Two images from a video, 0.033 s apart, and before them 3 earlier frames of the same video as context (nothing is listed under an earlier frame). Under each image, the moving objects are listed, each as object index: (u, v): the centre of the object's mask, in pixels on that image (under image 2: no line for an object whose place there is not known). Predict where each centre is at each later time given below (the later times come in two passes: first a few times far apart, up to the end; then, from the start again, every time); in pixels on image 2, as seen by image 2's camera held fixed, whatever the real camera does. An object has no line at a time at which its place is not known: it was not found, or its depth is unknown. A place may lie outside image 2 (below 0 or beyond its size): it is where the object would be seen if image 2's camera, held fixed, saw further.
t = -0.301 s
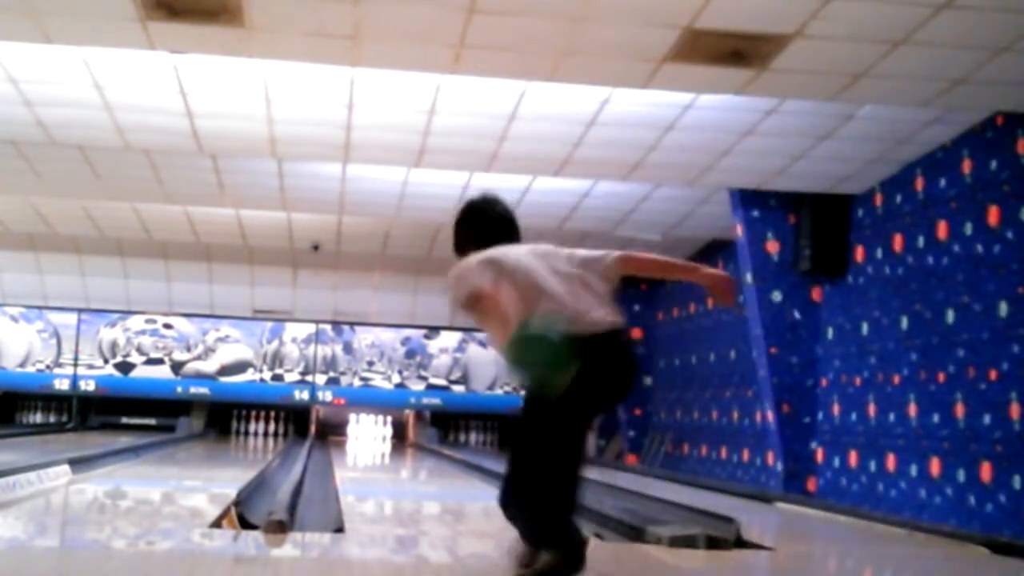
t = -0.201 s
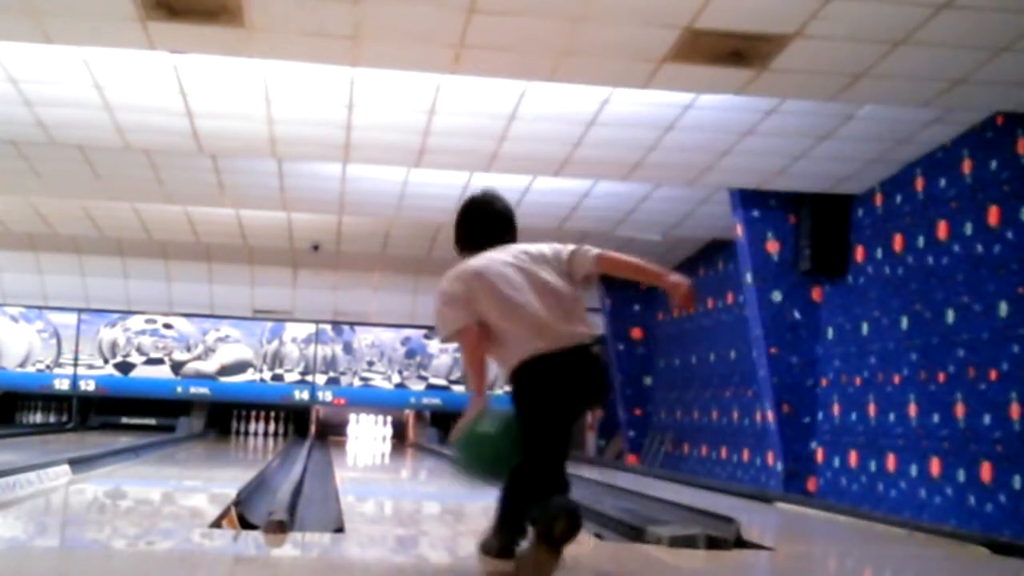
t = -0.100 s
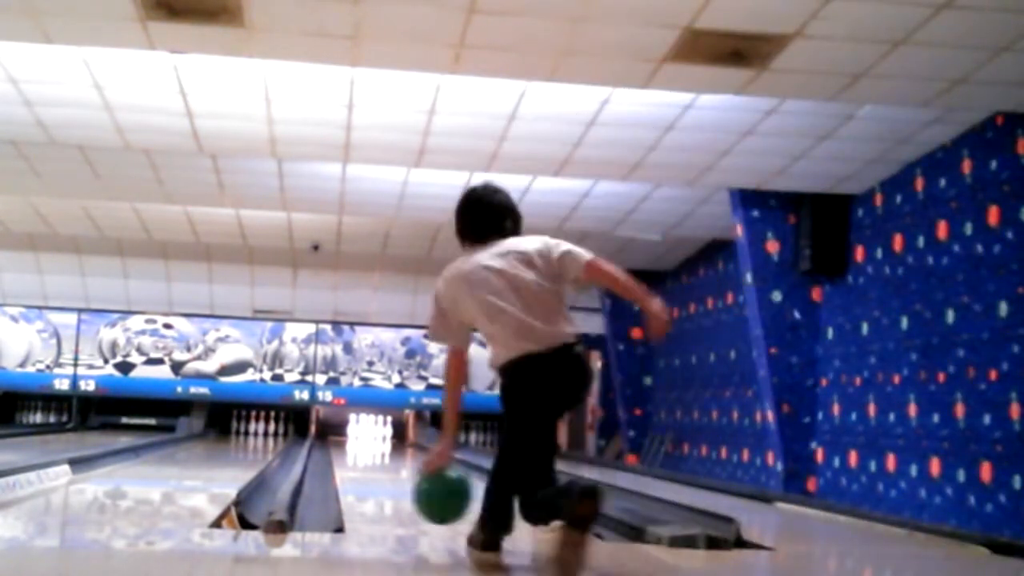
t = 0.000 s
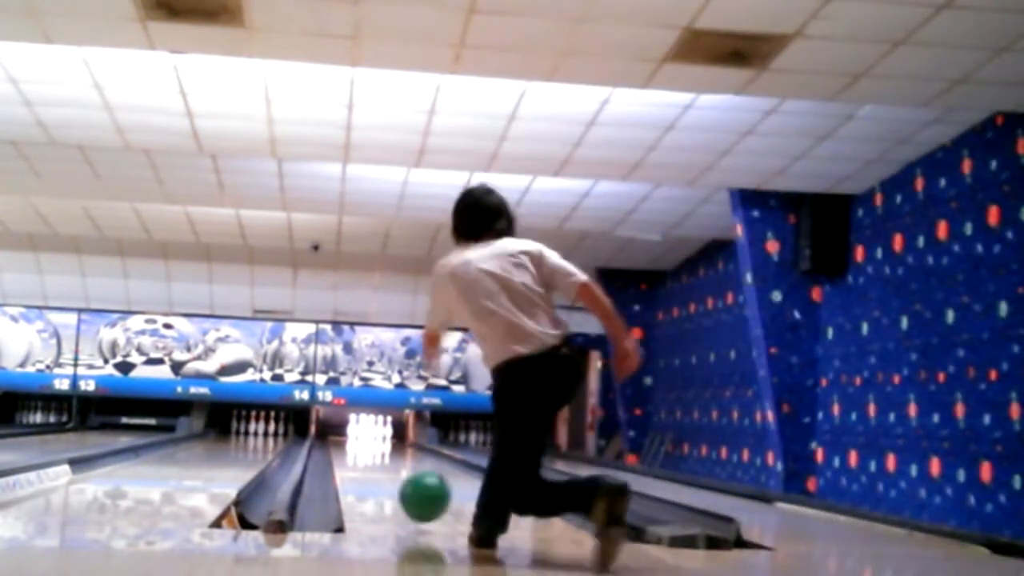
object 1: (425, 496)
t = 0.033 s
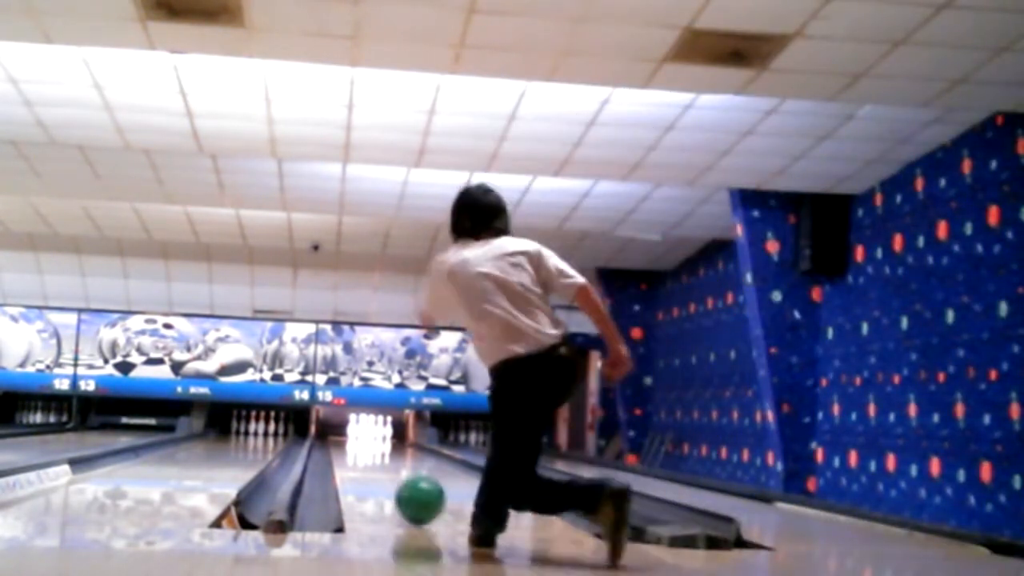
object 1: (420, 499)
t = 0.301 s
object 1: (396, 476)
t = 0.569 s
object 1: (382, 462)
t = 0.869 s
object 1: (373, 453)
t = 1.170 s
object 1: (366, 446)
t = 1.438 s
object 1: (363, 442)
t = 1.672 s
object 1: (360, 438)
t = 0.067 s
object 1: (416, 496)
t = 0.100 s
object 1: (413, 493)
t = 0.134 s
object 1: (409, 490)
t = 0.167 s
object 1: (406, 487)
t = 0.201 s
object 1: (403, 484)
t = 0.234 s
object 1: (401, 481)
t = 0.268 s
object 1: (398, 478)
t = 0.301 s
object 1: (396, 476)
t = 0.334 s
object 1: (394, 474)
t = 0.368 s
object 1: (391, 472)
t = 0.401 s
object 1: (390, 470)
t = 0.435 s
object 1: (388, 468)
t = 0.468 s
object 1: (387, 467)
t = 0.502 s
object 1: (385, 465)
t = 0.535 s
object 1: (383, 464)
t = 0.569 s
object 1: (382, 462)
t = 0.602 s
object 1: (381, 461)
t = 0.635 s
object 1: (380, 460)
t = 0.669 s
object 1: (378, 459)
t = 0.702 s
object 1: (378, 458)
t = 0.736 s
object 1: (377, 457)
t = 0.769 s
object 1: (376, 456)
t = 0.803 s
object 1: (374, 456)
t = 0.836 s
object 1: (373, 454)
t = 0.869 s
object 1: (373, 453)
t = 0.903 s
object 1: (372, 452)
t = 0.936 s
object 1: (372, 451)
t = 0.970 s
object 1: (371, 451)
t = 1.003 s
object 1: (369, 450)
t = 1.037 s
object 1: (369, 450)
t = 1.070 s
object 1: (368, 449)
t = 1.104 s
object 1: (367, 448)
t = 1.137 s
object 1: (367, 446)
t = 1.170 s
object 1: (366, 446)
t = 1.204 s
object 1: (366, 445)
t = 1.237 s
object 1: (365, 444)
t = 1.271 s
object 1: (365, 444)
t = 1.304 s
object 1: (365, 443)
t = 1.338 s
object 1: (364, 443)
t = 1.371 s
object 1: (364, 443)
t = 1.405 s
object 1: (363, 442)
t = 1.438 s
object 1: (363, 442)
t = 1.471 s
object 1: (362, 441)
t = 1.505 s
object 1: (362, 441)
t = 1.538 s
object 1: (362, 441)
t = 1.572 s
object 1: (361, 440)
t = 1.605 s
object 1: (361, 440)
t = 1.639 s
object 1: (361, 439)
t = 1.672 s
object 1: (360, 438)
